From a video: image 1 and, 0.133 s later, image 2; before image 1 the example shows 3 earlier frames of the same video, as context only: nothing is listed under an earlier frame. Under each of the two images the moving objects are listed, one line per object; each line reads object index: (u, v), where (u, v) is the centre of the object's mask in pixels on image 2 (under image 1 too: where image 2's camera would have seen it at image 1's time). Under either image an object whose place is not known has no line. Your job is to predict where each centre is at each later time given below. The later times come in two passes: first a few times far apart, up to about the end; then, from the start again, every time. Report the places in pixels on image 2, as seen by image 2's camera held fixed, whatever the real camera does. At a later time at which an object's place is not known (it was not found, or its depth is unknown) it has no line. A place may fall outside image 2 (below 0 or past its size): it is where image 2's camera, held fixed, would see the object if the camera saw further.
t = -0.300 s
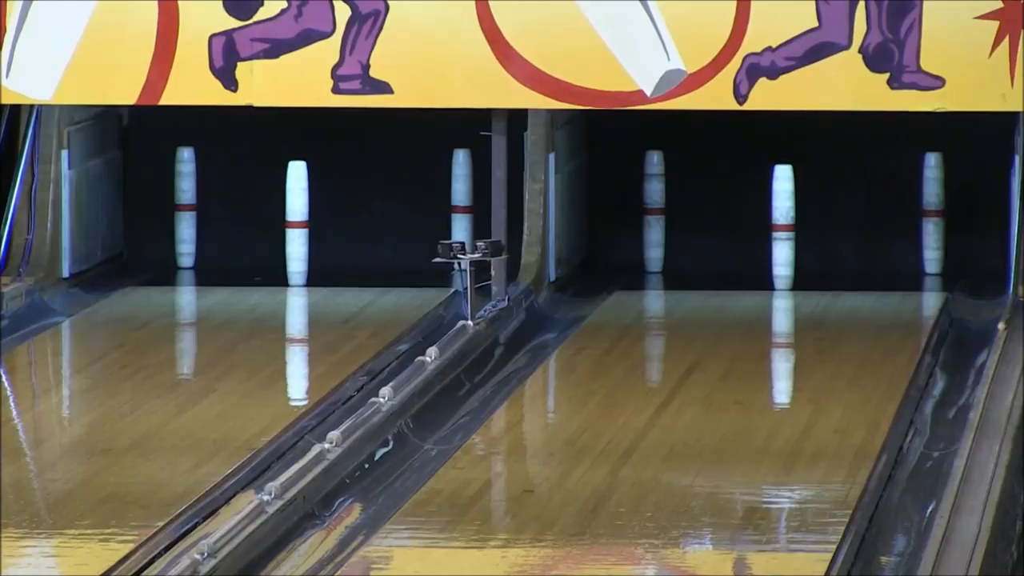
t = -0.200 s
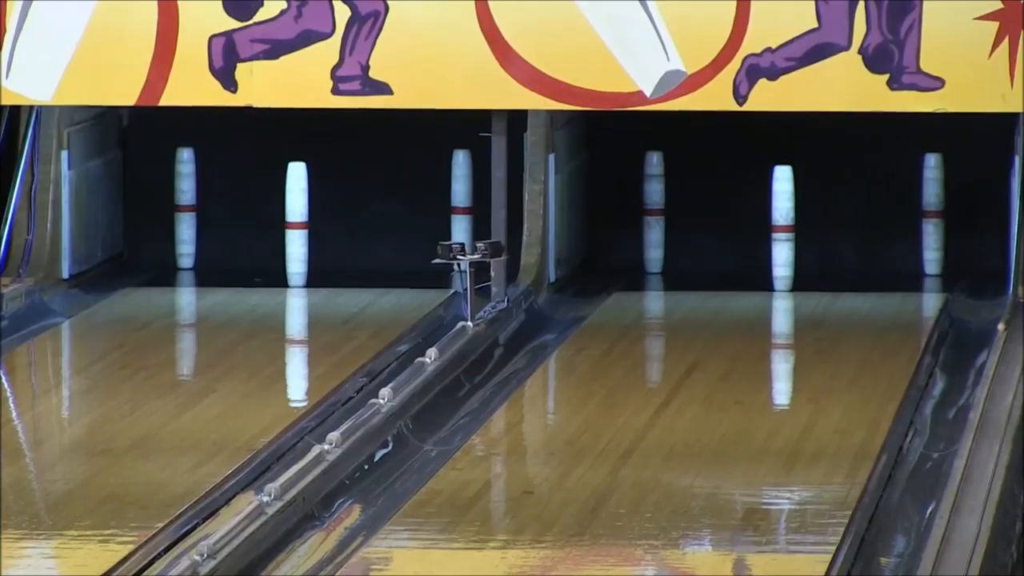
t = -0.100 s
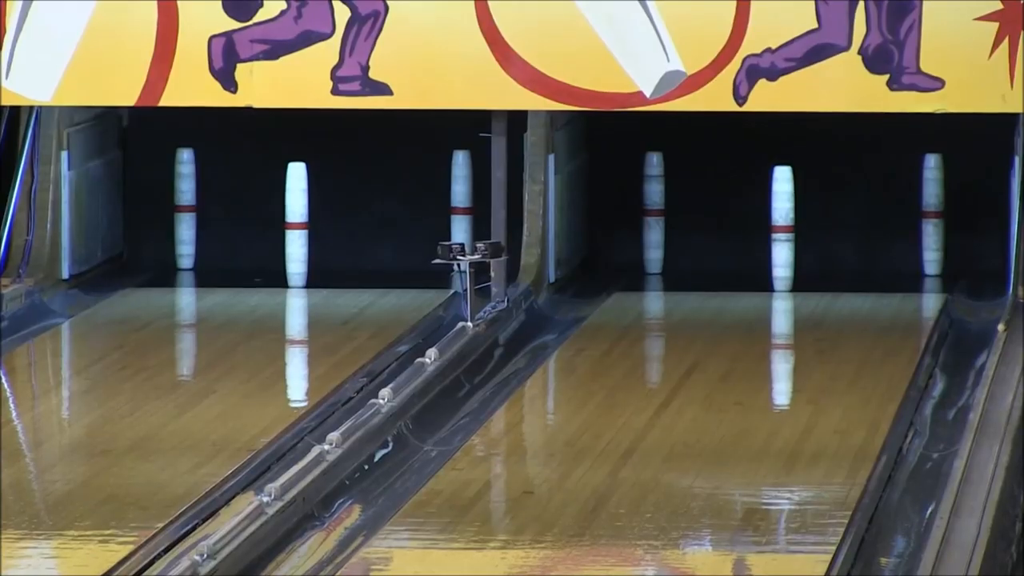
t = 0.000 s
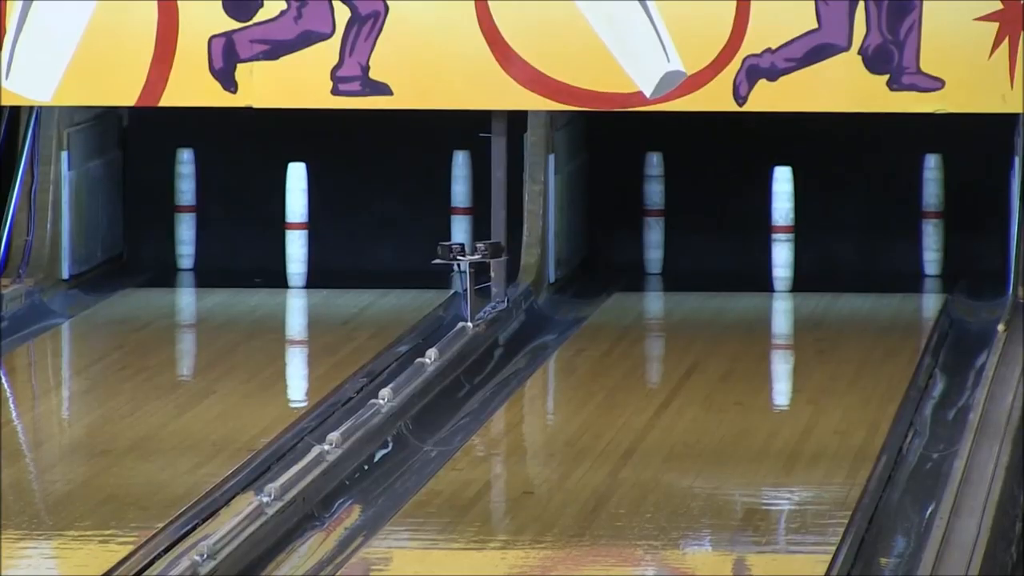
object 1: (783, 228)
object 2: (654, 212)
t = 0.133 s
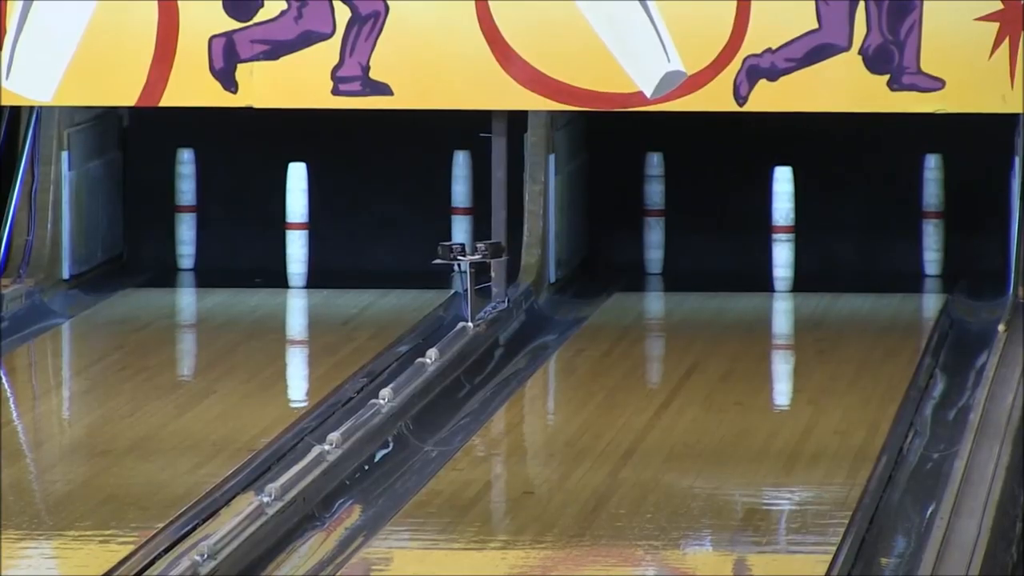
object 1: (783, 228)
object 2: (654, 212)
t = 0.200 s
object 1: (783, 228)
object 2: (654, 212)
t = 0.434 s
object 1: (783, 228)
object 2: (654, 212)
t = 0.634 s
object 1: (783, 228)
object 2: (654, 212)
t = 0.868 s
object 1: (783, 228)
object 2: (654, 212)
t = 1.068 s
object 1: (783, 228)
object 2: (654, 212)
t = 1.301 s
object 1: (783, 228)
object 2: (654, 212)
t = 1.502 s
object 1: (783, 228)
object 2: (654, 212)
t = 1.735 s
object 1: (783, 228)
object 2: (654, 212)
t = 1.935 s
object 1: (793, 230)
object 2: (654, 212)
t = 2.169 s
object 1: (886, 184)
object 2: (649, 216)
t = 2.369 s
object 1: (959, 215)
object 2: (659, 237)
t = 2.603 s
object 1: (986, 251)
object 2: (691, 255)
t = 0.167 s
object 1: (783, 228)
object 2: (654, 212)
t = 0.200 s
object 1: (783, 228)
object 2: (654, 212)
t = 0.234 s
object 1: (783, 228)
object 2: (654, 212)
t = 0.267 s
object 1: (783, 228)
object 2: (654, 212)
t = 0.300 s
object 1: (783, 228)
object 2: (654, 212)
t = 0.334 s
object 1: (783, 228)
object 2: (654, 212)
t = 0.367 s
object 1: (783, 228)
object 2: (654, 212)
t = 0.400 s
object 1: (783, 228)
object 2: (654, 213)
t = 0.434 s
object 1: (783, 228)
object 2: (654, 212)
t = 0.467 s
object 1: (783, 228)
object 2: (654, 212)
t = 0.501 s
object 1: (783, 228)
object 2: (654, 212)
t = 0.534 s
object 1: (783, 228)
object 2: (654, 212)
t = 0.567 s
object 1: (783, 228)
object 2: (654, 212)
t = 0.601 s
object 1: (783, 228)
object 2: (654, 212)
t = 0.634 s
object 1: (783, 228)
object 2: (654, 212)
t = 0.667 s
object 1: (783, 228)
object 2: (654, 212)
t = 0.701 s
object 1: (783, 228)
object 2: (654, 212)
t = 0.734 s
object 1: (783, 228)
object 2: (654, 212)
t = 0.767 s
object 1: (783, 228)
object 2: (654, 212)
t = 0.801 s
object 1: (783, 228)
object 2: (654, 212)
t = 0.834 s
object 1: (783, 228)
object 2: (654, 212)
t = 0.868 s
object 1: (783, 228)
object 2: (654, 212)
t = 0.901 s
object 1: (783, 228)
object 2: (654, 212)
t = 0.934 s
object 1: (783, 228)
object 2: (654, 212)
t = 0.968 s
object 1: (783, 228)
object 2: (654, 212)
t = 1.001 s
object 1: (783, 228)
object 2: (654, 213)
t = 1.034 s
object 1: (783, 228)
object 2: (654, 213)
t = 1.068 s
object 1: (783, 228)
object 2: (654, 212)
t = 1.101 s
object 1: (783, 228)
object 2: (654, 212)
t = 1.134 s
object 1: (783, 228)
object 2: (654, 212)
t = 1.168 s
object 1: (783, 228)
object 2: (654, 212)
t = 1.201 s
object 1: (783, 228)
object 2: (654, 212)
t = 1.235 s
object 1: (783, 228)
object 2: (654, 212)
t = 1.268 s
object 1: (783, 228)
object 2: (654, 212)
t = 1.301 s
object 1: (783, 228)
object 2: (654, 212)
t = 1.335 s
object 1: (783, 228)
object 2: (654, 212)
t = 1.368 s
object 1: (783, 228)
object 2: (654, 212)
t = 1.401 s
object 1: (783, 228)
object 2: (654, 212)
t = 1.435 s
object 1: (783, 228)
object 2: (654, 212)
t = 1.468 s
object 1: (783, 228)
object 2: (654, 212)
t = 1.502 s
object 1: (783, 228)
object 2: (654, 212)
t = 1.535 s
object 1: (783, 228)
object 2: (654, 212)
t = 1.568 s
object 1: (783, 228)
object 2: (654, 212)
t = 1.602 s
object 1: (783, 229)
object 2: (654, 212)
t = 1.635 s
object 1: (783, 229)
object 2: (654, 212)
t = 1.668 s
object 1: (783, 228)
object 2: (654, 212)
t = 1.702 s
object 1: (783, 228)
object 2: (654, 212)
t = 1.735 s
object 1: (783, 228)
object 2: (654, 212)
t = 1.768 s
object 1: (783, 228)
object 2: (654, 212)
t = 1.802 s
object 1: (783, 228)
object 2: (654, 212)
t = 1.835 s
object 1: (783, 227)
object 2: (654, 212)
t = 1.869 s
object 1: (784, 225)
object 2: (654, 212)
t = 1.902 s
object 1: (784, 224)
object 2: (654, 212)
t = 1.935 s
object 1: (793, 230)
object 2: (654, 212)
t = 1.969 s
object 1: (805, 225)
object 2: (654, 212)
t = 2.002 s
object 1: (817, 233)
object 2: (654, 212)
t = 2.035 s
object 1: (833, 225)
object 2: (654, 212)
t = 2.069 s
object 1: (846, 209)
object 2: (654, 212)
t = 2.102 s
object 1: (859, 197)
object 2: (654, 212)
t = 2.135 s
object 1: (872, 189)
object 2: (654, 212)
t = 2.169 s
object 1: (886, 184)
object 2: (649, 216)
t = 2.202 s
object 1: (899, 181)
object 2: (639, 216)
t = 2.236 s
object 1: (911, 180)
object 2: (632, 216)
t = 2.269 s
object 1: (924, 187)
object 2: (635, 227)
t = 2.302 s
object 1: (936, 190)
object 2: (645, 228)
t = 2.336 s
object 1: (948, 203)
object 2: (652, 230)
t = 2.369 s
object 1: (959, 215)
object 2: (659, 237)
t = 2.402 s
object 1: (972, 220)
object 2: (666, 248)
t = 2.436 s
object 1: (984, 225)
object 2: (668, 249)
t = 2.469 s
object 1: (995, 235)
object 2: (674, 252)
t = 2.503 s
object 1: (998, 245)
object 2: (678, 250)
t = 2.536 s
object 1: (994, 249)
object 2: (683, 250)
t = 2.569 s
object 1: (990, 250)
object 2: (687, 254)
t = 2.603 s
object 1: (986, 251)
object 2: (691, 255)
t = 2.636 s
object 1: (984, 254)
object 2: (695, 259)
